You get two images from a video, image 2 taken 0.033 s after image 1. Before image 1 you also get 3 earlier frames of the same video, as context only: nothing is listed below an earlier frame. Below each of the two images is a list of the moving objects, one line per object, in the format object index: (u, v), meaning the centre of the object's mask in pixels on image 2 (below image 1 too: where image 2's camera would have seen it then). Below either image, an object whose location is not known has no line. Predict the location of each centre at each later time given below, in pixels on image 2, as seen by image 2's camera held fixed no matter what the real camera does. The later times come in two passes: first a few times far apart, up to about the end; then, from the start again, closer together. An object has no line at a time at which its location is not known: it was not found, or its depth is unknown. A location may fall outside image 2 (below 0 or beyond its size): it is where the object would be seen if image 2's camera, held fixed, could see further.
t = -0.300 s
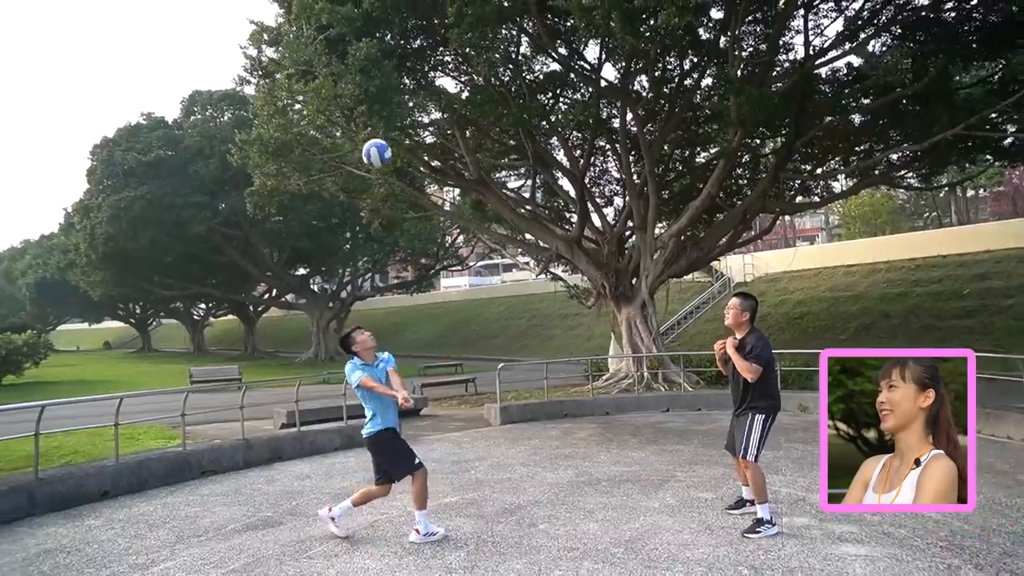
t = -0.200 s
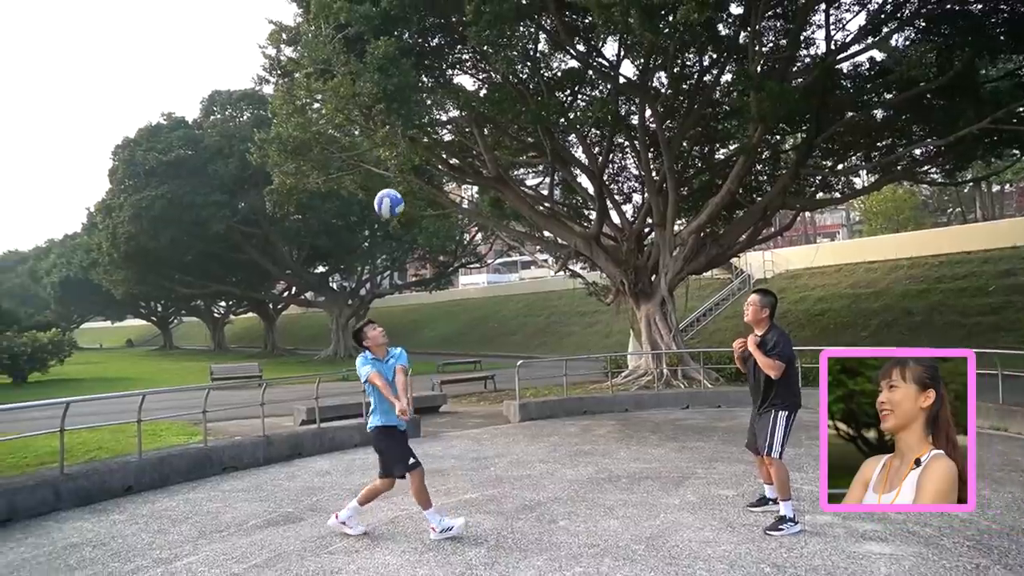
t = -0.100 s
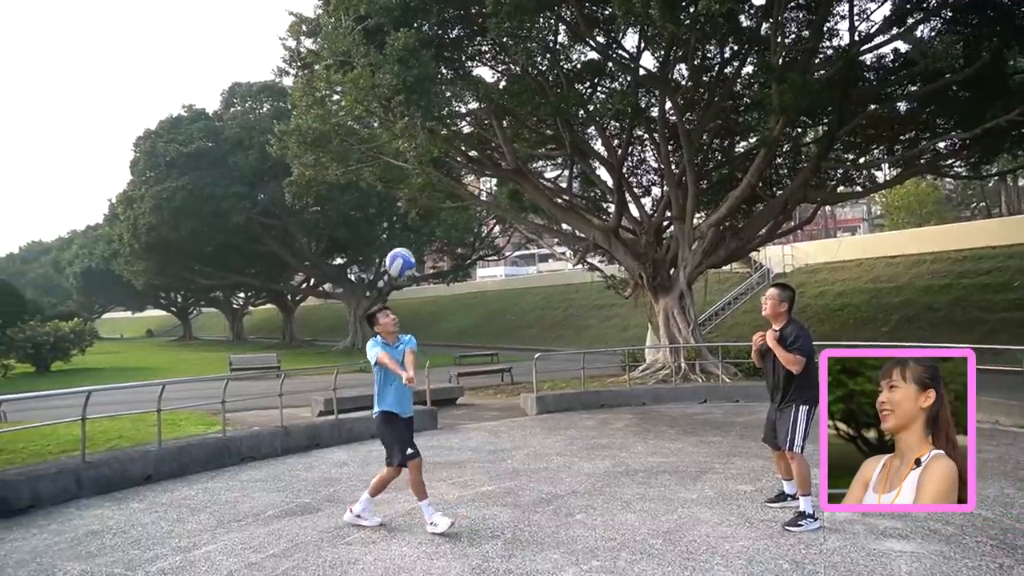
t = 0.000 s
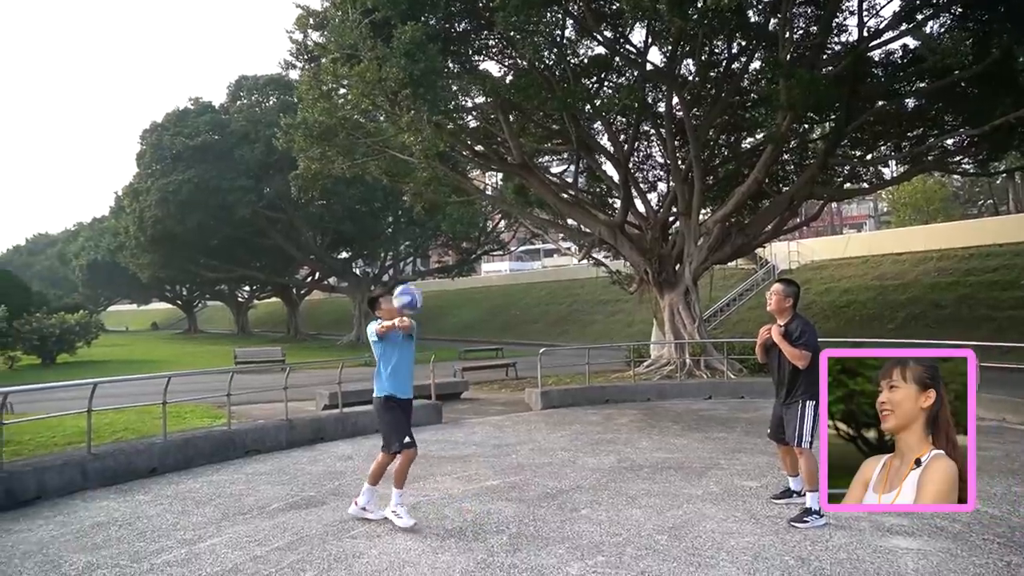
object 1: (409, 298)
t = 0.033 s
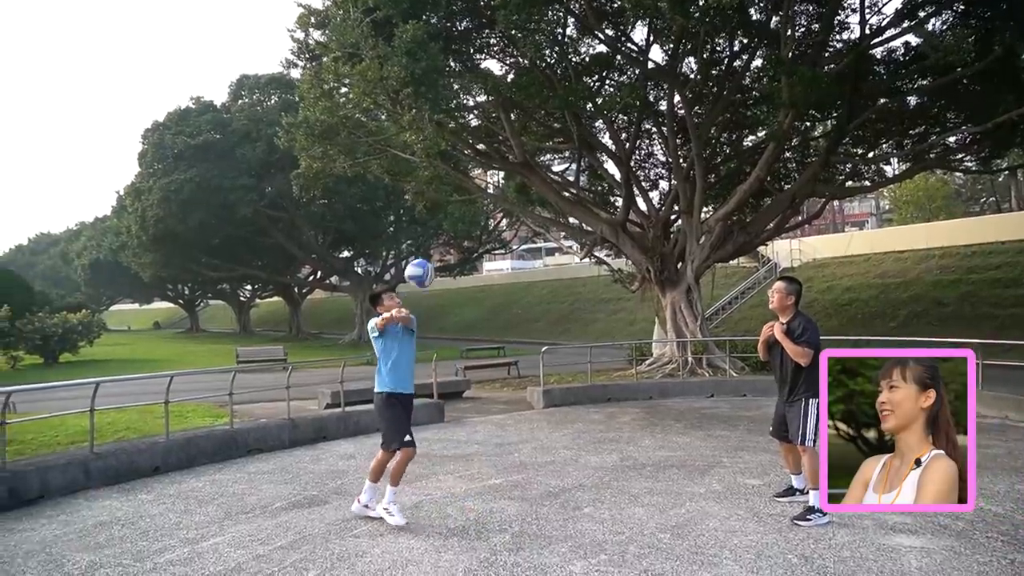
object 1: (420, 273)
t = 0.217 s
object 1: (472, 174)
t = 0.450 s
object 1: (531, 121)
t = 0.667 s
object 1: (577, 136)
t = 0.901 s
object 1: (622, 217)
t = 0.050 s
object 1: (424, 262)
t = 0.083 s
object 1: (434, 241)
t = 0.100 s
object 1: (440, 230)
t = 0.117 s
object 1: (444, 221)
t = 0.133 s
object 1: (449, 212)
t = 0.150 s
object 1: (454, 204)
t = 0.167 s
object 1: (459, 195)
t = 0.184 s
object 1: (463, 188)
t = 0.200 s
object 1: (469, 180)
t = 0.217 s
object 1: (472, 174)
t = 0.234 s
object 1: (477, 168)
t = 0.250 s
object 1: (481, 162)
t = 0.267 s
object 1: (486, 156)
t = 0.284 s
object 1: (490, 151)
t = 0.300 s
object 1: (494, 146)
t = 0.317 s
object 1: (498, 142)
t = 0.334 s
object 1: (502, 138)
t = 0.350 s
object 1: (507, 134)
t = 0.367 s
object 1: (511, 131)
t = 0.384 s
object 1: (515, 128)
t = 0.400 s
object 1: (520, 126)
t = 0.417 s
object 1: (523, 124)
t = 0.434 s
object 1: (527, 123)
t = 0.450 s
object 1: (531, 121)
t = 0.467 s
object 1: (534, 120)
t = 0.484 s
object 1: (538, 119)
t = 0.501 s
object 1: (542, 119)
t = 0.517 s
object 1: (545, 119)
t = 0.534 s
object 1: (549, 120)
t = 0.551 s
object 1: (553, 121)
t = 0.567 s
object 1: (557, 122)
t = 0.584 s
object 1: (560, 123)
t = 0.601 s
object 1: (563, 125)
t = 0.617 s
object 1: (567, 127)
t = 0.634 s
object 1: (570, 130)
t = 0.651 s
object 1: (574, 133)
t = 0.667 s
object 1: (577, 136)
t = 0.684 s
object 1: (580, 139)
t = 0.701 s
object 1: (584, 143)
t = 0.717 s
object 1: (587, 147)
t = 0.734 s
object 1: (591, 152)
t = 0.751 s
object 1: (593, 157)
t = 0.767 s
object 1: (597, 162)
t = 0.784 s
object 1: (600, 168)
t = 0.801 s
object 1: (604, 174)
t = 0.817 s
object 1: (607, 181)
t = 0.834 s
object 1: (610, 187)
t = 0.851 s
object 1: (613, 194)
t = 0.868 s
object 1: (616, 202)
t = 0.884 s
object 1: (619, 209)
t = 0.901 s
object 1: (622, 217)
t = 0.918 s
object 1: (625, 225)
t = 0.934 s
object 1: (628, 233)
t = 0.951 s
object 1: (631, 243)
